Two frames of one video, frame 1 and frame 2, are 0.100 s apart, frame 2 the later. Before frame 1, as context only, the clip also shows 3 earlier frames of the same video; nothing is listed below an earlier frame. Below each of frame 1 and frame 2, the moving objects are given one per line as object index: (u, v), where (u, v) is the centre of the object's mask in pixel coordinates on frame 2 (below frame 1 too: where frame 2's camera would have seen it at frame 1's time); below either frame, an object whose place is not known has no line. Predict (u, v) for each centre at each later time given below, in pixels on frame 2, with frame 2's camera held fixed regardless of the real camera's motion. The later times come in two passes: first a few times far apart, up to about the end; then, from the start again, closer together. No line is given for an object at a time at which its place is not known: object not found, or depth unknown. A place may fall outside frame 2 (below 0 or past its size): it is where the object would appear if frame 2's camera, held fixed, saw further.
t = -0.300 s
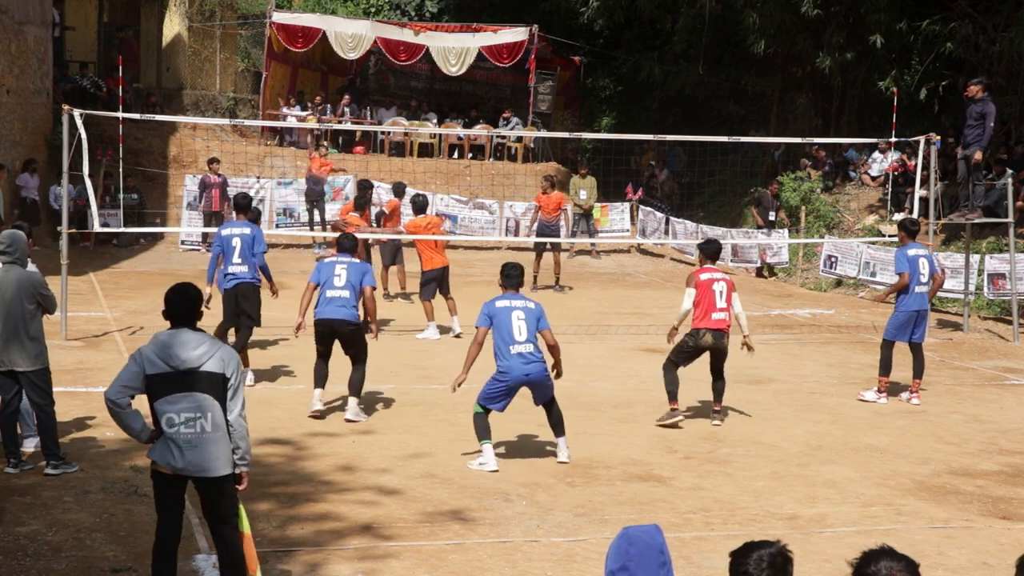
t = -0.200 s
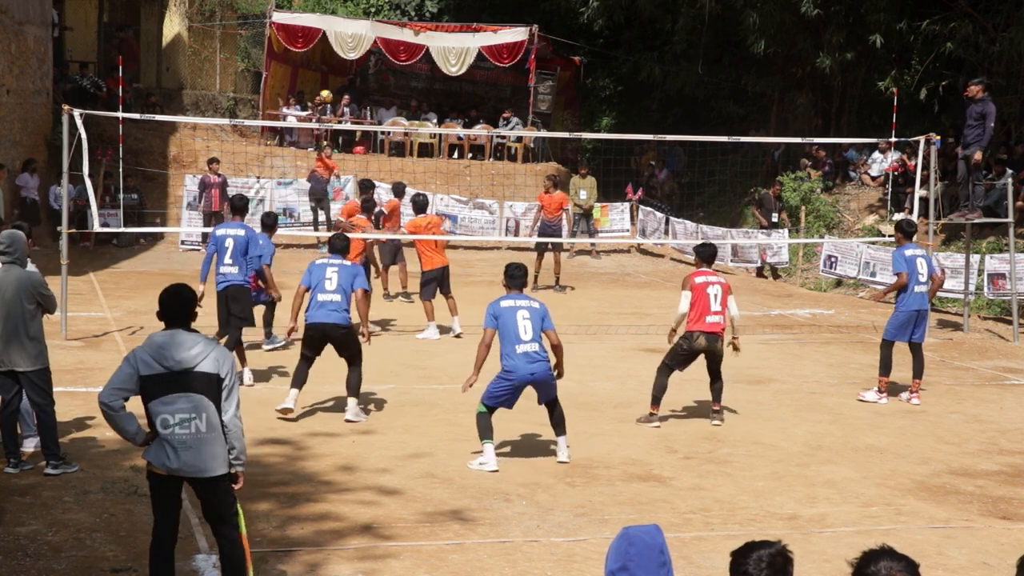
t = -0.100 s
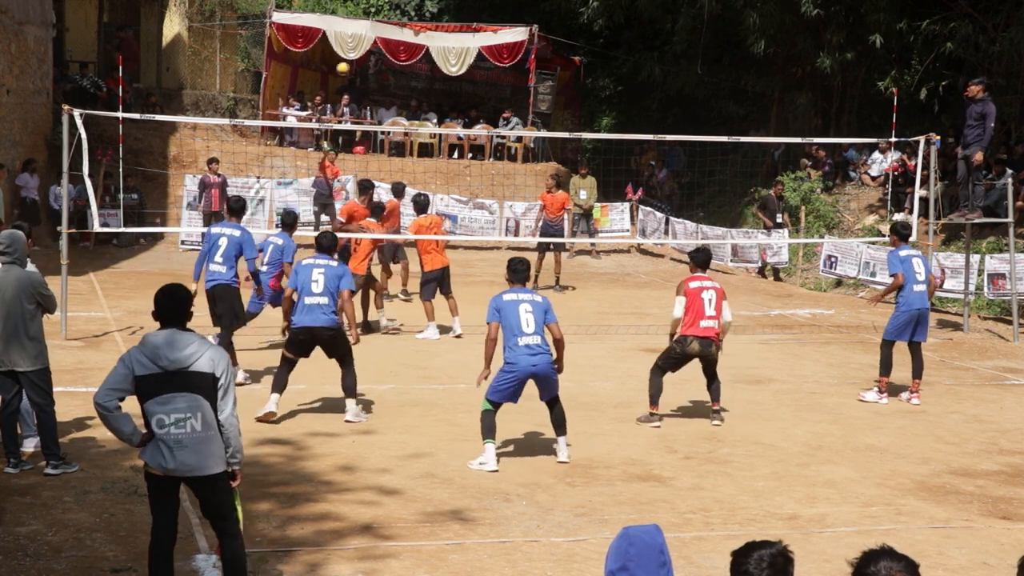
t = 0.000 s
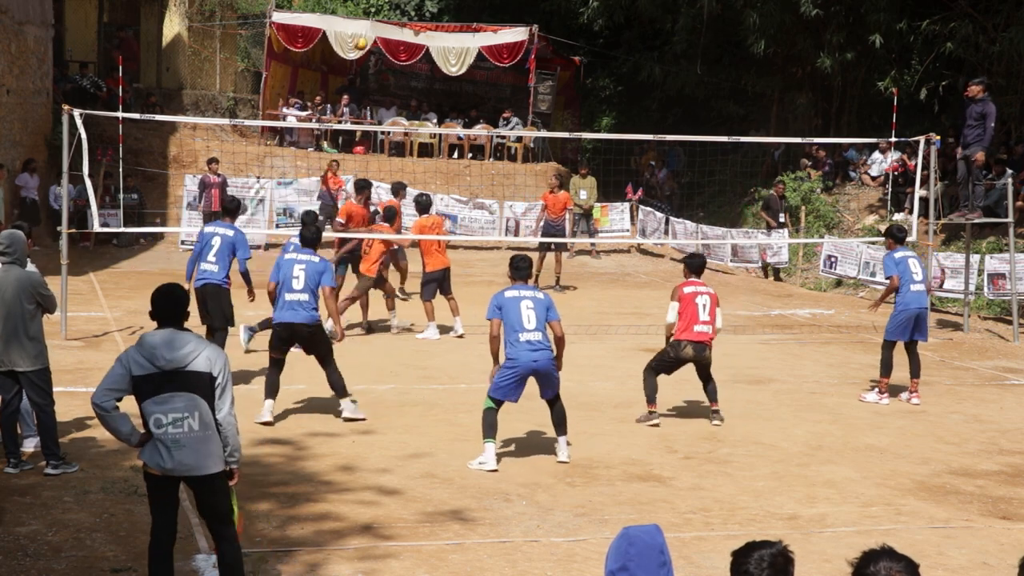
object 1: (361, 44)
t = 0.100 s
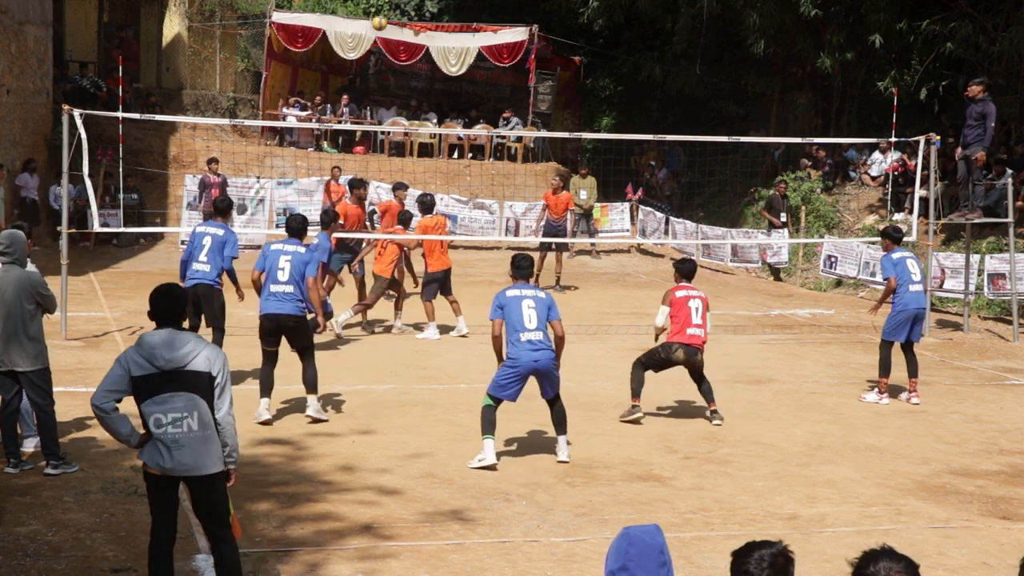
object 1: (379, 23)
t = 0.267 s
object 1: (415, 7)
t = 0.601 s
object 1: (496, 40)
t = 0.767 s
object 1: (545, 102)
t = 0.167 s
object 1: (393, 14)
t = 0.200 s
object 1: (400, 11)
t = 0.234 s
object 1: (408, 9)
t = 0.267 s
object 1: (415, 7)
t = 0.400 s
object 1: (448, 9)
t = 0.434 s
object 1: (456, 11)
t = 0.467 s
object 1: (464, 14)
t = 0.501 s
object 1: (472, 18)
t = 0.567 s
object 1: (488, 31)
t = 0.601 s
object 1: (496, 40)
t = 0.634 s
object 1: (506, 49)
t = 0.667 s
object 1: (515, 61)
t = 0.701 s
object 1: (525, 72)
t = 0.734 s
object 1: (535, 86)
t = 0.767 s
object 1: (545, 102)
